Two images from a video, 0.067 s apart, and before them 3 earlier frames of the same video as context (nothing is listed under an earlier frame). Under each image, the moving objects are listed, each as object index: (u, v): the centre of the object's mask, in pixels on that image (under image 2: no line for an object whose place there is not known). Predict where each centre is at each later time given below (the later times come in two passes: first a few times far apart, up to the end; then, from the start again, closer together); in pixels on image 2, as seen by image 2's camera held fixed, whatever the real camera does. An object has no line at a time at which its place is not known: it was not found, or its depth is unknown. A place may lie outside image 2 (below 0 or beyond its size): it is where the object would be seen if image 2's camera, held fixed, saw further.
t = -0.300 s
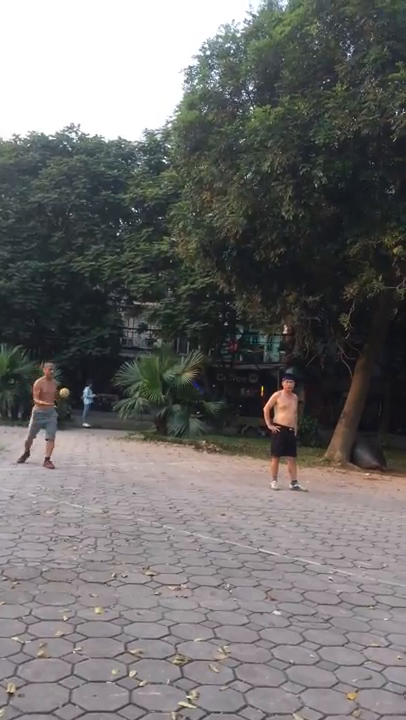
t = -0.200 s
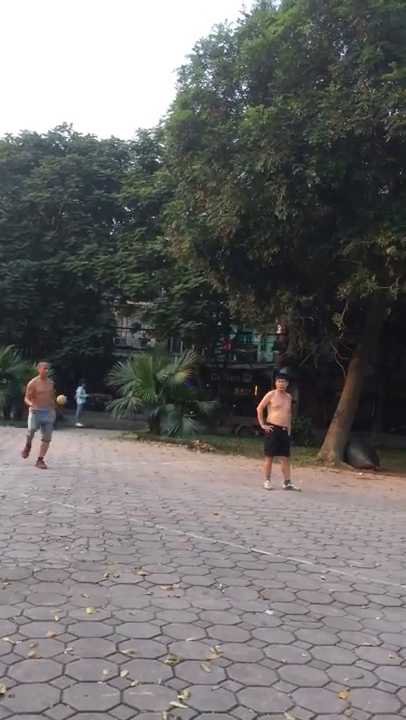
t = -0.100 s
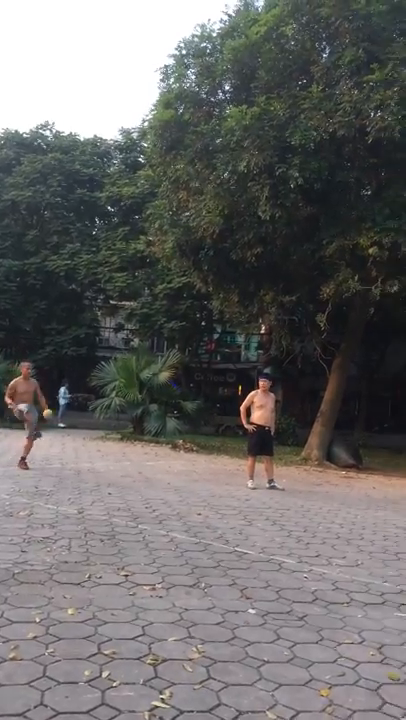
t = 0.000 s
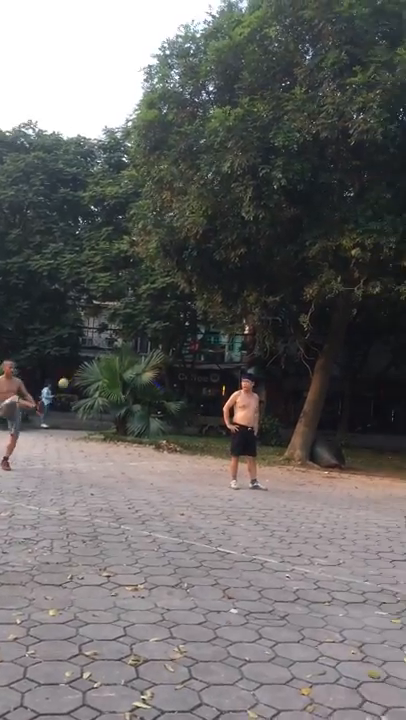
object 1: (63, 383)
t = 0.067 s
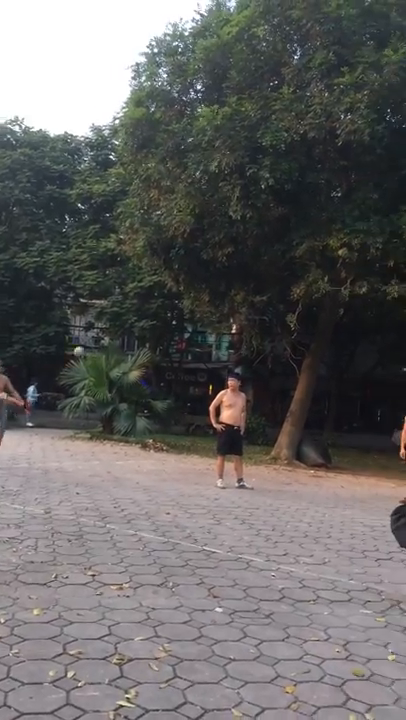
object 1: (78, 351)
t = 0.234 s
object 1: (151, 290)
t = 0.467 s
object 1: (251, 238)
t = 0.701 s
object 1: (351, 225)
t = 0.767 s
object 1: (380, 229)
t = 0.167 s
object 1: (122, 312)
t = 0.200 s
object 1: (136, 301)
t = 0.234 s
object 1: (151, 290)
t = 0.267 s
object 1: (165, 281)
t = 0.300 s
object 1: (179, 272)
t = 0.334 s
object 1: (193, 263)
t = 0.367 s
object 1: (208, 255)
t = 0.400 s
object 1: (222, 249)
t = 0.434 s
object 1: (237, 243)
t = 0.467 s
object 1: (251, 238)
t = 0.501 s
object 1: (265, 234)
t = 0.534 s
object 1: (279, 230)
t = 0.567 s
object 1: (294, 228)
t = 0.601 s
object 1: (308, 226)
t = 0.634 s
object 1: (322, 225)
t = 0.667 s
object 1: (337, 225)
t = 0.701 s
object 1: (351, 225)
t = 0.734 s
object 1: (366, 227)
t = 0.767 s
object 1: (380, 229)
